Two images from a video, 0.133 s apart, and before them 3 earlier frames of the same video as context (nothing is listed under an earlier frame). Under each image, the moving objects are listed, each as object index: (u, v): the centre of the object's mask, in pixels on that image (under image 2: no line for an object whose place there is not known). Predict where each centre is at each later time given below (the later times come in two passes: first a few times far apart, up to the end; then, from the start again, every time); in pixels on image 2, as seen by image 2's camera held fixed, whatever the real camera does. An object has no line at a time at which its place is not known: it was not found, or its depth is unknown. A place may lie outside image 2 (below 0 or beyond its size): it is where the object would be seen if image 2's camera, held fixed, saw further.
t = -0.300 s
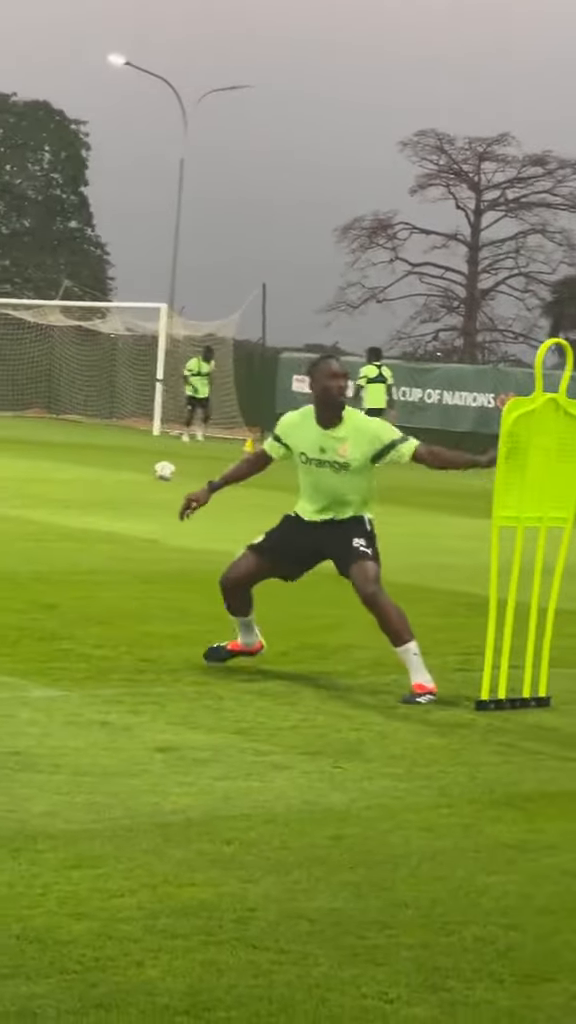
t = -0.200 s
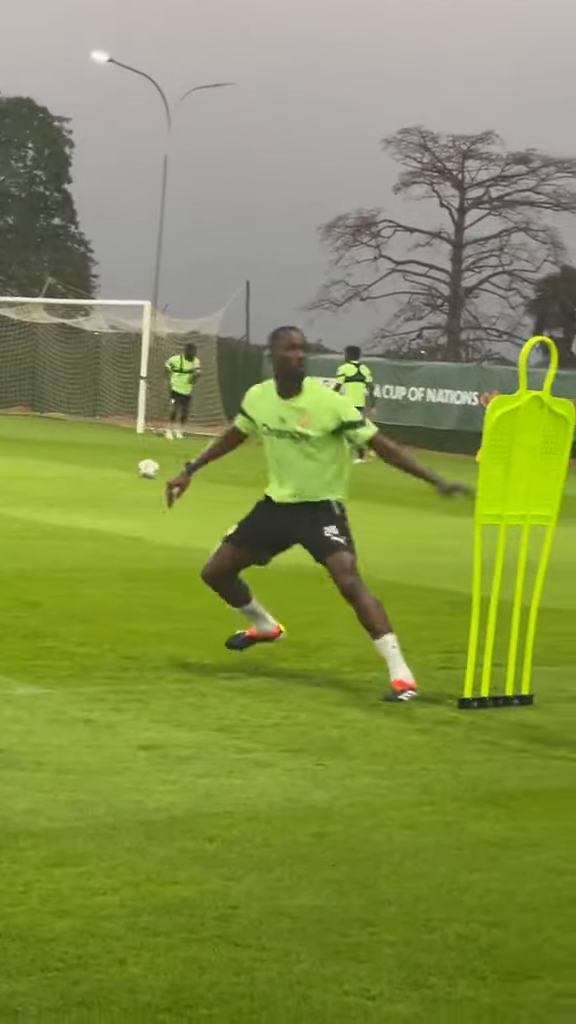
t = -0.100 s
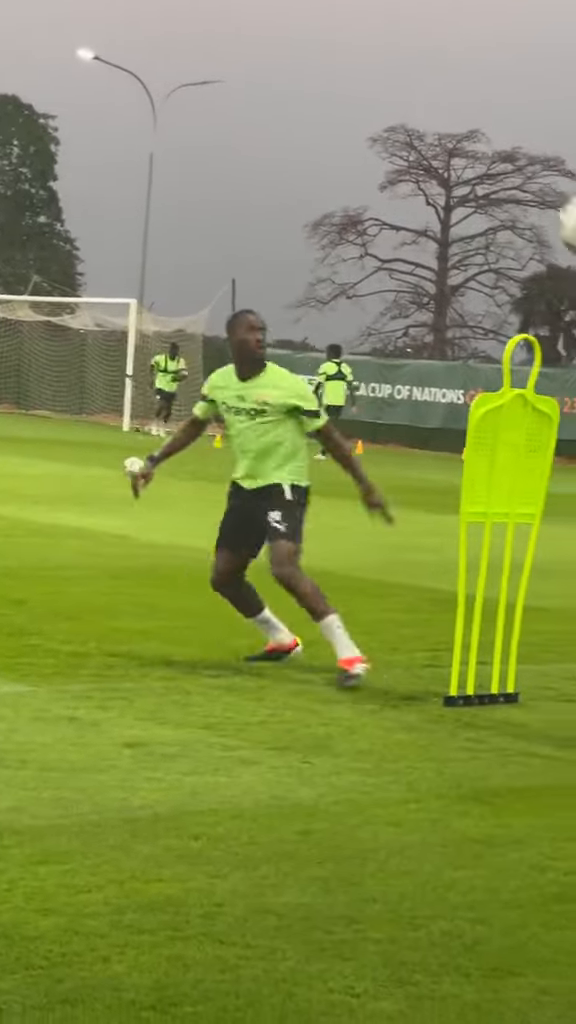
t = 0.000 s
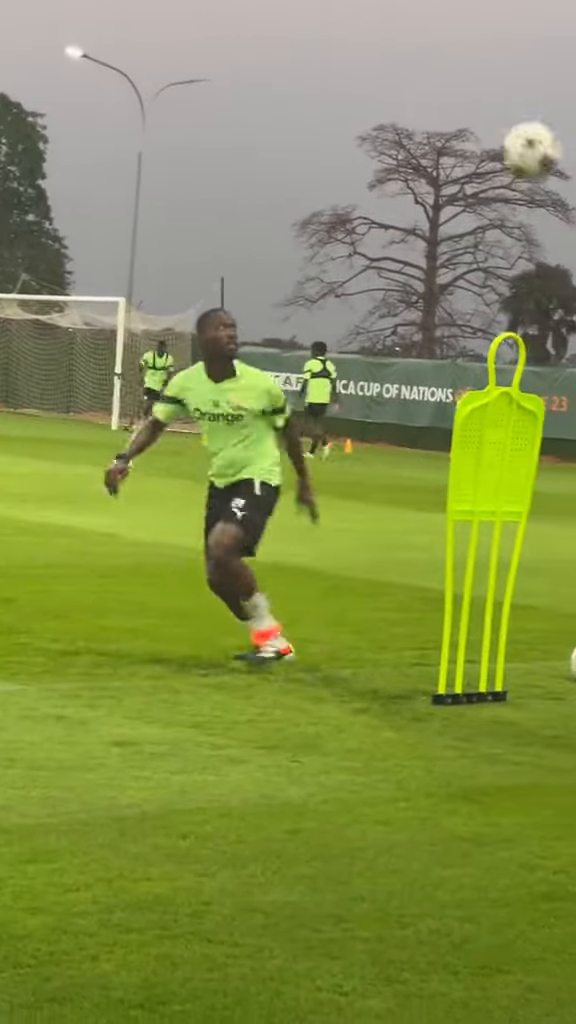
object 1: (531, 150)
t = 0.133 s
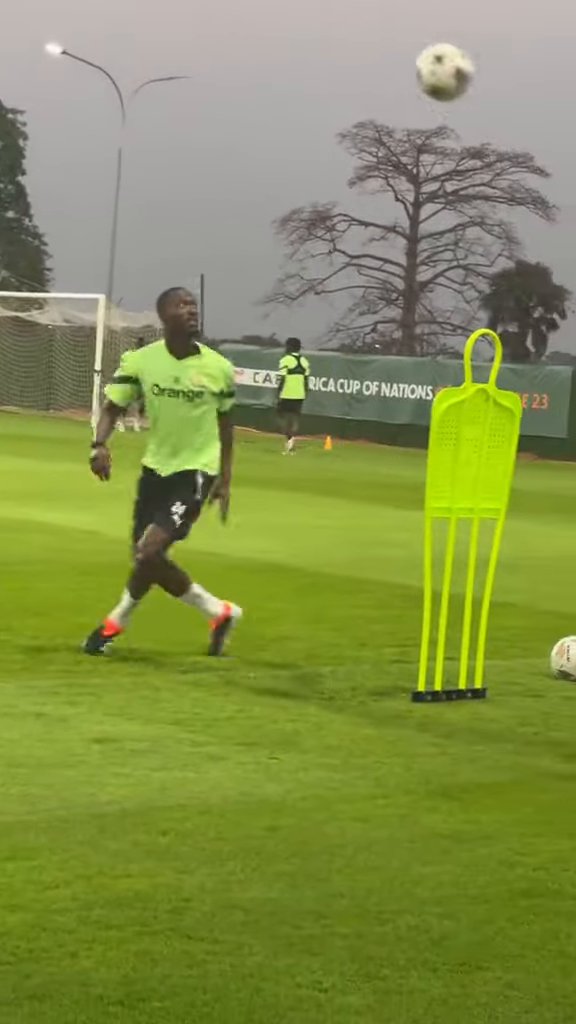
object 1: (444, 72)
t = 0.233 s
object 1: (393, 46)
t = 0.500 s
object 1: (266, 95)
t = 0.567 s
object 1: (235, 132)
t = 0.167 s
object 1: (426, 61)
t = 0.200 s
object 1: (410, 52)
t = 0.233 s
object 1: (393, 46)
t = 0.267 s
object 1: (377, 43)
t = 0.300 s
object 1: (361, 43)
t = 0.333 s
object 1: (345, 45)
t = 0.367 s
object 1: (329, 50)
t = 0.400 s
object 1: (313, 58)
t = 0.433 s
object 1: (297, 68)
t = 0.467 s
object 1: (281, 81)
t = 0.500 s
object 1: (266, 95)
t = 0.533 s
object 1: (250, 113)
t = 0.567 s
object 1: (235, 132)
